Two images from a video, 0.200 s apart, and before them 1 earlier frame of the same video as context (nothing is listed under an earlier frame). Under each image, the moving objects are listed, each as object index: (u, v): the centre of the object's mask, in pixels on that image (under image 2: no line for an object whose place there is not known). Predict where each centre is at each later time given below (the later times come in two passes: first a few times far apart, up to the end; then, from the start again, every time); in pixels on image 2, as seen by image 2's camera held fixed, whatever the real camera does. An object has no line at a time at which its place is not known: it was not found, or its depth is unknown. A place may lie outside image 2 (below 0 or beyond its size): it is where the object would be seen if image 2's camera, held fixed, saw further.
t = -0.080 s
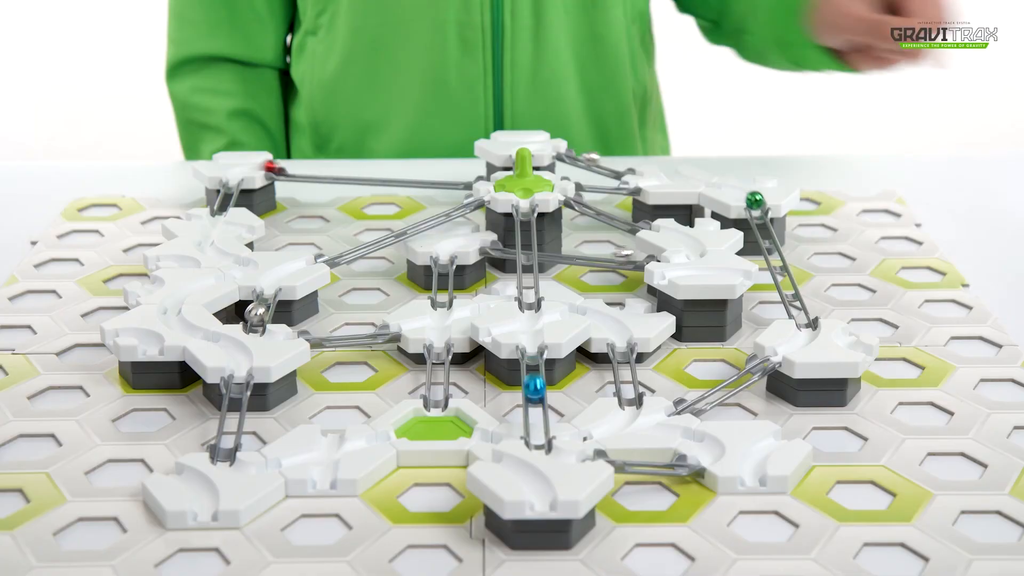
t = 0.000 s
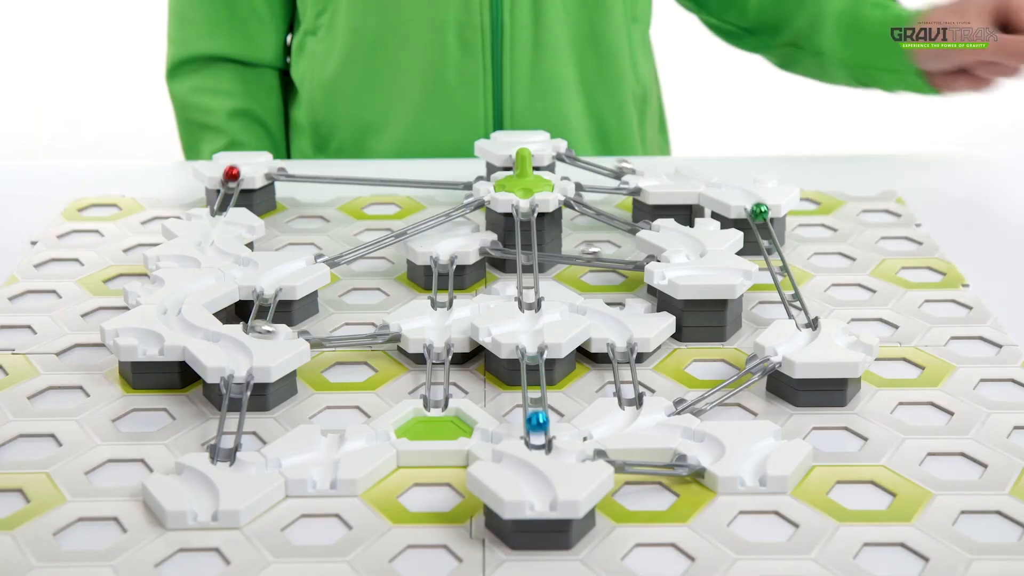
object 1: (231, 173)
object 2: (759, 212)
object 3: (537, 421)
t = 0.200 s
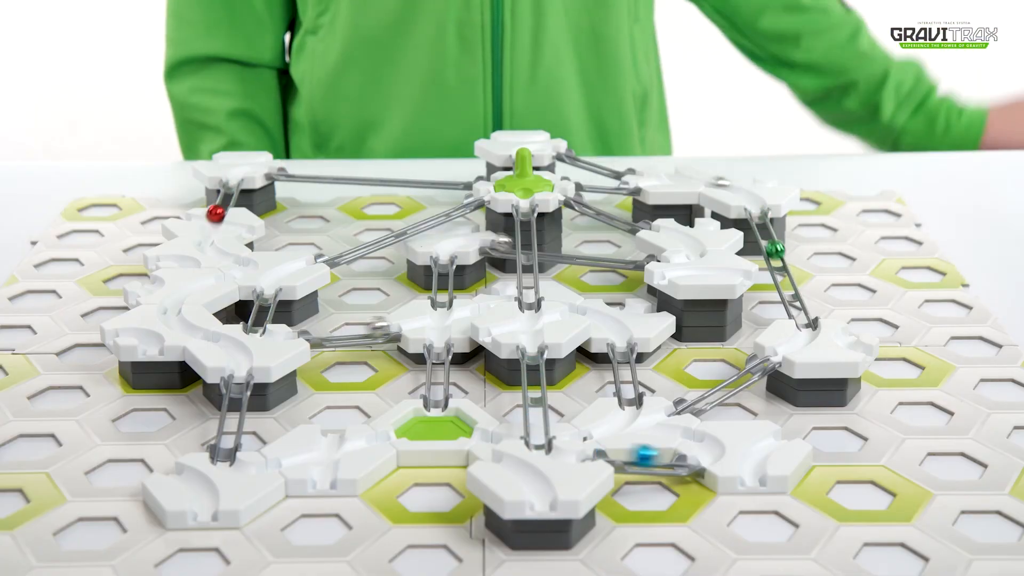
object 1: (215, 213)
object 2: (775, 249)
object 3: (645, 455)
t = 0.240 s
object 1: (213, 219)
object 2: (779, 260)
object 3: (681, 455)
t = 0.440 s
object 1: (207, 246)
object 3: (636, 424)
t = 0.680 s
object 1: (246, 267)
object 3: (557, 433)
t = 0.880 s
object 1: (196, 283)
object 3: (493, 434)
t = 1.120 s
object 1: (169, 309)
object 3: (415, 414)
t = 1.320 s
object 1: (187, 327)
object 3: (423, 413)
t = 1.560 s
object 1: (233, 345)
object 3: (424, 409)
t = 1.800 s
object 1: (237, 372)
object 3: (427, 410)
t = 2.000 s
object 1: (228, 460)
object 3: (429, 412)
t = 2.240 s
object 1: (360, 439)
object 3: (432, 414)
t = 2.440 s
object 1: (396, 430)
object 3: (440, 412)
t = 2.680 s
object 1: (385, 433)
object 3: (447, 411)
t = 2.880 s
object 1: (381, 434)
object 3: (446, 411)
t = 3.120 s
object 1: (381, 434)
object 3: (446, 411)
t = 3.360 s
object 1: (382, 433)
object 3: (446, 411)
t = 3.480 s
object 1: (382, 433)
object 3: (446, 411)
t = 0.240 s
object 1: (213, 219)
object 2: (779, 260)
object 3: (681, 455)
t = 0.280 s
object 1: (210, 225)
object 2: (783, 269)
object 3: (711, 451)
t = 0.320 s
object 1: (207, 231)
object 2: (788, 278)
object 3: (704, 435)
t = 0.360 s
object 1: (204, 237)
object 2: (792, 290)
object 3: (678, 428)
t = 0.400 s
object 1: (204, 242)
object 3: (656, 425)
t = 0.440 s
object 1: (207, 246)
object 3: (636, 424)
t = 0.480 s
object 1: (213, 250)
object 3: (619, 425)
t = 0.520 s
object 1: (222, 253)
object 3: (602, 427)
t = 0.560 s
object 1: (234, 256)
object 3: (590, 431)
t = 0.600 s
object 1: (244, 260)
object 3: (579, 433)
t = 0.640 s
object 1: (248, 264)
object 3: (567, 433)
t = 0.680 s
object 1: (246, 267)
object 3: (557, 433)
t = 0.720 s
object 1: (240, 270)
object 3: (538, 436)
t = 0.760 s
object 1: (229, 273)
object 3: (531, 436)
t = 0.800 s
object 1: (217, 276)
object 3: (514, 433)
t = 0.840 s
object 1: (205, 279)
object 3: (503, 434)
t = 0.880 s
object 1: (196, 283)
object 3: (493, 434)
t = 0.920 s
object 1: (187, 287)
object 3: (482, 432)
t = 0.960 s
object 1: (181, 291)
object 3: (468, 428)
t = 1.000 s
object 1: (175, 296)
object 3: (445, 418)
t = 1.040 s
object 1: (172, 301)
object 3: (418, 417)
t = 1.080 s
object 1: (170, 305)
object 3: (412, 414)
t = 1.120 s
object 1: (169, 309)
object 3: (415, 414)
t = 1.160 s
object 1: (169, 313)
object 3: (420, 413)
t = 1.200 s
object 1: (171, 317)
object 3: (420, 412)
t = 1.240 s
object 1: (175, 321)
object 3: (422, 411)
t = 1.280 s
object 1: (181, 324)
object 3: (423, 412)
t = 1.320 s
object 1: (187, 327)
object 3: (423, 413)
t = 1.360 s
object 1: (195, 329)
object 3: (422, 412)
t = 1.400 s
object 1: (204, 332)
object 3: (420, 412)
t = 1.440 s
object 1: (214, 335)
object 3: (421, 411)
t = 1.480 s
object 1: (221, 338)
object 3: (423, 408)
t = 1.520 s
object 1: (228, 341)
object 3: (425, 408)
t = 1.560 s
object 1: (233, 345)
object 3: (424, 409)
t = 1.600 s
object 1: (237, 349)
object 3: (425, 410)
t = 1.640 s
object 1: (239, 353)
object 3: (425, 411)
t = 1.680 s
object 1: (240, 357)
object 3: (425, 412)
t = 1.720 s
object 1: (240, 361)
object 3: (425, 411)
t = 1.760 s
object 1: (239, 365)
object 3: (426, 411)
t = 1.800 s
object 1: (237, 372)
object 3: (427, 410)
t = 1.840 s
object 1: (235, 384)
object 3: (427, 410)
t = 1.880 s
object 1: (233, 400)
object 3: (428, 411)
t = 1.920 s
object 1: (229, 419)
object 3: (428, 411)
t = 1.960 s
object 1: (223, 445)
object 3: (429, 412)
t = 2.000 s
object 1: (228, 460)
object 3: (429, 412)
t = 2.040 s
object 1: (254, 464)
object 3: (430, 413)
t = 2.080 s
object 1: (280, 459)
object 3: (430, 413)
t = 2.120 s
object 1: (303, 454)
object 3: (431, 413)
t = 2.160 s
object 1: (324, 450)
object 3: (431, 414)
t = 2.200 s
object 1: (343, 443)
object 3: (432, 414)
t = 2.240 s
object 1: (360, 439)
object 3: (432, 414)
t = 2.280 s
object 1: (378, 435)
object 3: (432, 414)
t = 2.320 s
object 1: (396, 430)
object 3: (432, 414)
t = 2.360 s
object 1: (397, 429)
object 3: (436, 411)
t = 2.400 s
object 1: (397, 429)
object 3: (439, 411)
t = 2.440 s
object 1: (396, 430)
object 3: (440, 412)
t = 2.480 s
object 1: (394, 430)
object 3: (441, 413)
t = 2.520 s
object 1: (393, 431)
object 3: (442, 413)
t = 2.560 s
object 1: (391, 431)
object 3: (443, 412)
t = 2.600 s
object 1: (389, 432)
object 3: (444, 412)
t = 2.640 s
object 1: (387, 432)
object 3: (446, 411)
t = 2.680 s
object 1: (385, 433)
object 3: (447, 411)
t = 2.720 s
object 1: (384, 433)
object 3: (448, 411)
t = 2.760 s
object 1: (383, 433)
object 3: (448, 411)
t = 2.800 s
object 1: (383, 433)
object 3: (447, 411)
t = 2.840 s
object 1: (382, 433)
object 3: (446, 411)
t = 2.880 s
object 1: (381, 434)
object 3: (446, 411)
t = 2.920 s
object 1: (381, 434)
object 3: (446, 412)
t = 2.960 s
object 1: (382, 433)
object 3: (446, 412)
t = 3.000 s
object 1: (382, 433)
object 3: (446, 411)
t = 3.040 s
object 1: (382, 433)
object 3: (446, 411)
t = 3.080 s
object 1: (382, 433)
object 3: (446, 411)
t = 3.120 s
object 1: (381, 434)
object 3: (446, 411)
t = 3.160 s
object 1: (381, 434)
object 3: (446, 411)
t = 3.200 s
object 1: (382, 433)
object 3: (446, 411)
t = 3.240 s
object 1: (382, 433)
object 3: (446, 411)
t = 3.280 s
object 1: (381, 433)
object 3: (446, 411)
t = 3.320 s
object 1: (381, 434)
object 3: (446, 411)
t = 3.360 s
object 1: (382, 433)
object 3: (446, 411)
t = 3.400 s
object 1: (382, 433)
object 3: (446, 411)
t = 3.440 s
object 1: (381, 433)
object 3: (446, 411)
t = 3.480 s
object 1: (382, 433)
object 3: (446, 411)
